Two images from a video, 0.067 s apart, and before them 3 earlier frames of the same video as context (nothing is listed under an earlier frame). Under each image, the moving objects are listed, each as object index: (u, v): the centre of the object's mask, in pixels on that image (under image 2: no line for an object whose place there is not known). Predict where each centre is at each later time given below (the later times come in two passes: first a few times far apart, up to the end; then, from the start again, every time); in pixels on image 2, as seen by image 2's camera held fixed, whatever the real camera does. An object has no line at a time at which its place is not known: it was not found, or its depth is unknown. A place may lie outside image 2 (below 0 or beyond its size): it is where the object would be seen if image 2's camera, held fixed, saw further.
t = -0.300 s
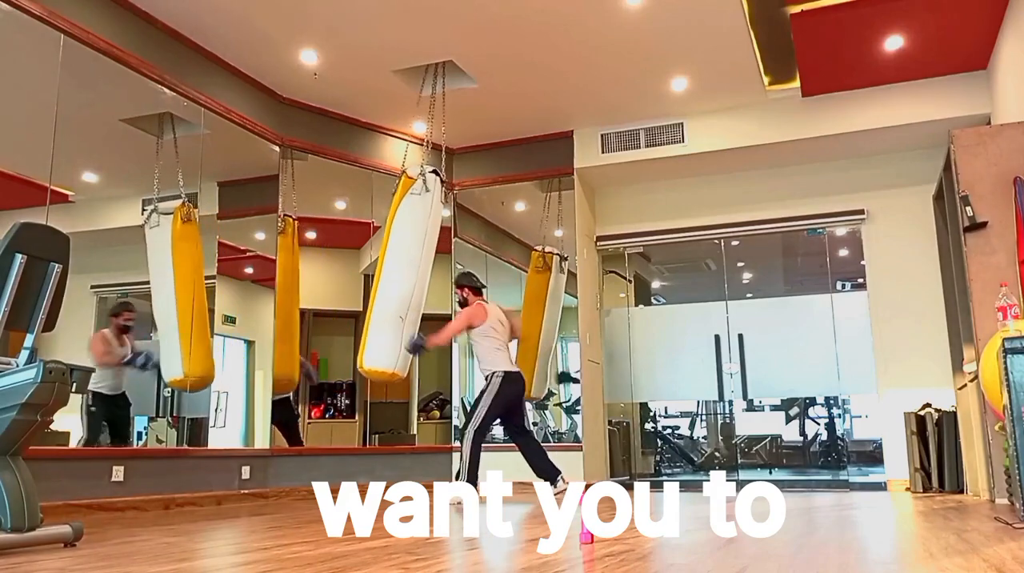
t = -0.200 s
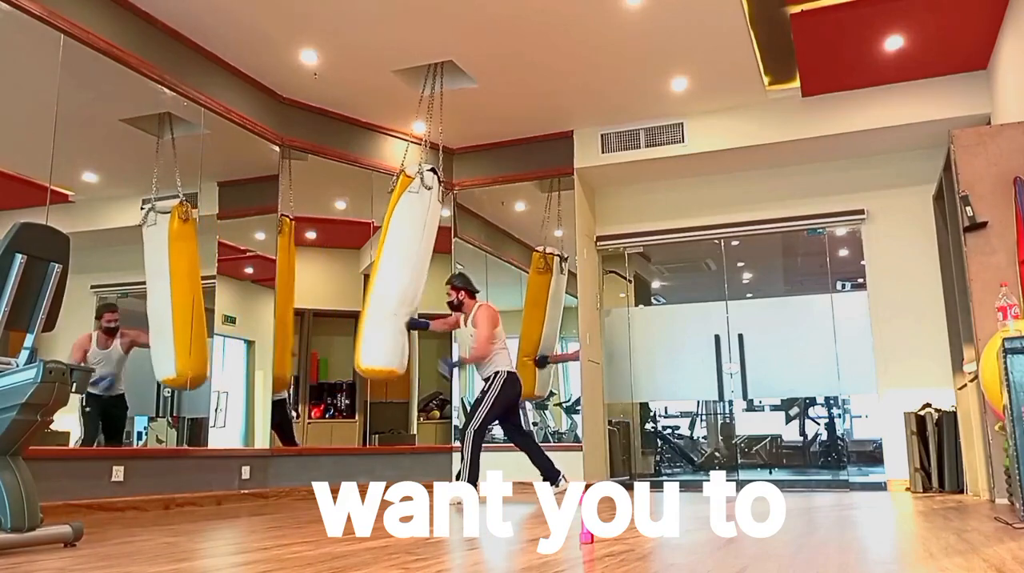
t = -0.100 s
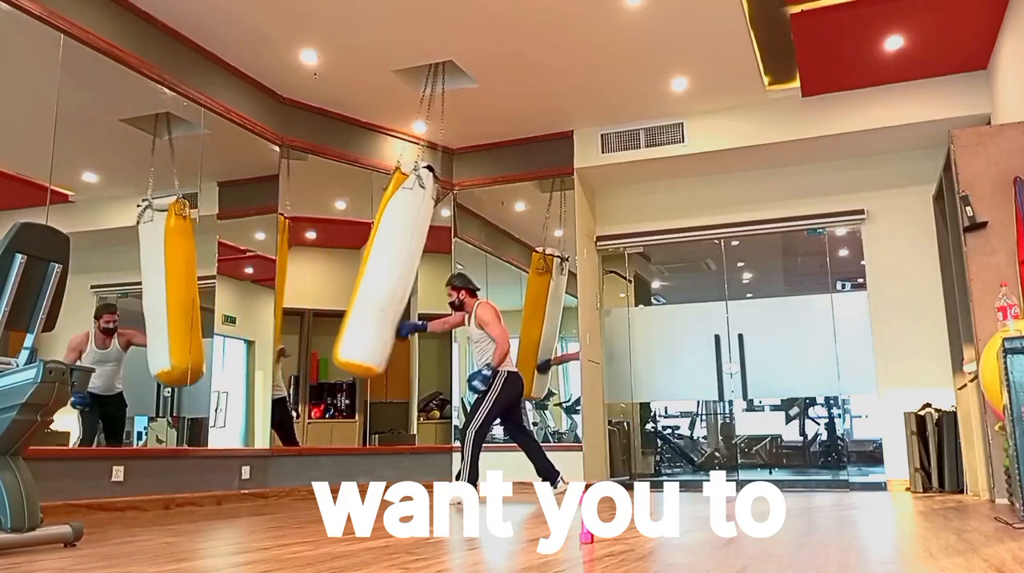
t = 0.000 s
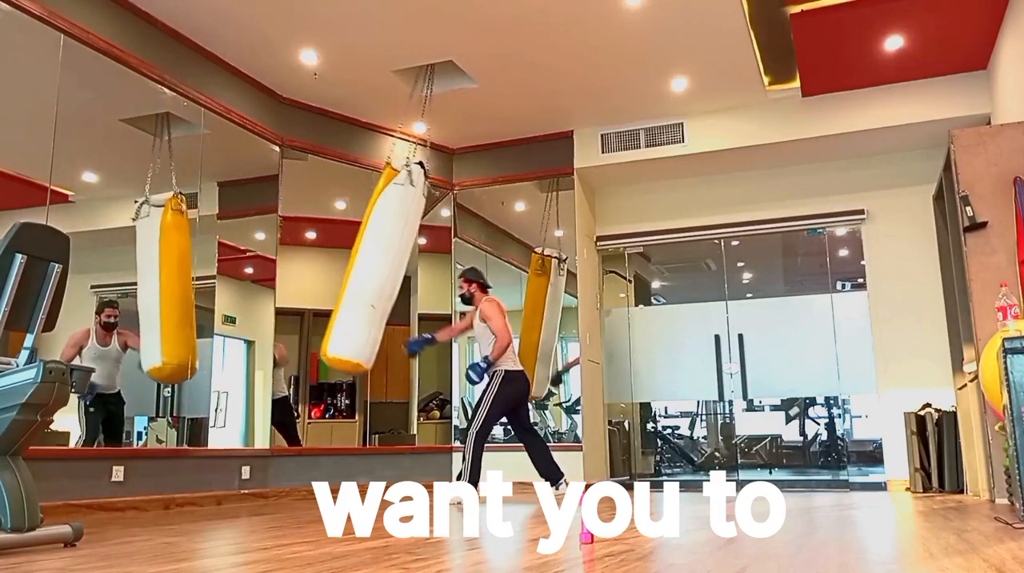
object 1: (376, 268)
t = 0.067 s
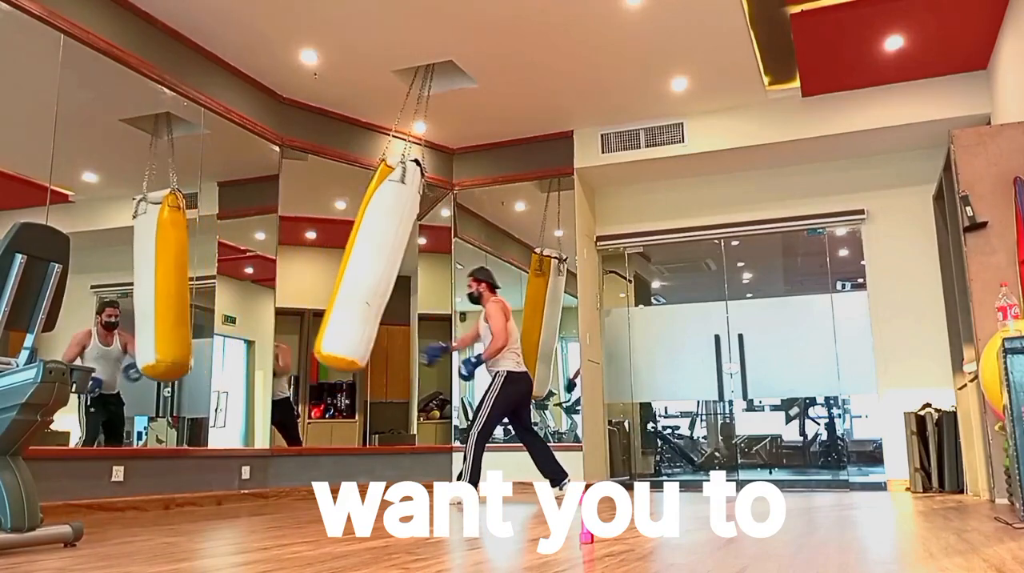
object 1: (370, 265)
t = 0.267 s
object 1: (363, 259)
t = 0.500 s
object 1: (369, 257)
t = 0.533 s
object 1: (371, 258)
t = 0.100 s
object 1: (368, 264)
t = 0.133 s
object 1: (366, 263)
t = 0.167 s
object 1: (365, 262)
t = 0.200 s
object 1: (364, 261)
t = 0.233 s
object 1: (363, 259)
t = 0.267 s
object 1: (363, 259)
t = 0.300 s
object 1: (362, 258)
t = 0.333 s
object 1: (363, 257)
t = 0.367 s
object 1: (363, 257)
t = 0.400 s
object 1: (364, 257)
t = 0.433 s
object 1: (365, 257)
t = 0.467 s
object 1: (367, 257)
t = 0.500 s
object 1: (369, 257)
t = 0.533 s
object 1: (371, 258)
